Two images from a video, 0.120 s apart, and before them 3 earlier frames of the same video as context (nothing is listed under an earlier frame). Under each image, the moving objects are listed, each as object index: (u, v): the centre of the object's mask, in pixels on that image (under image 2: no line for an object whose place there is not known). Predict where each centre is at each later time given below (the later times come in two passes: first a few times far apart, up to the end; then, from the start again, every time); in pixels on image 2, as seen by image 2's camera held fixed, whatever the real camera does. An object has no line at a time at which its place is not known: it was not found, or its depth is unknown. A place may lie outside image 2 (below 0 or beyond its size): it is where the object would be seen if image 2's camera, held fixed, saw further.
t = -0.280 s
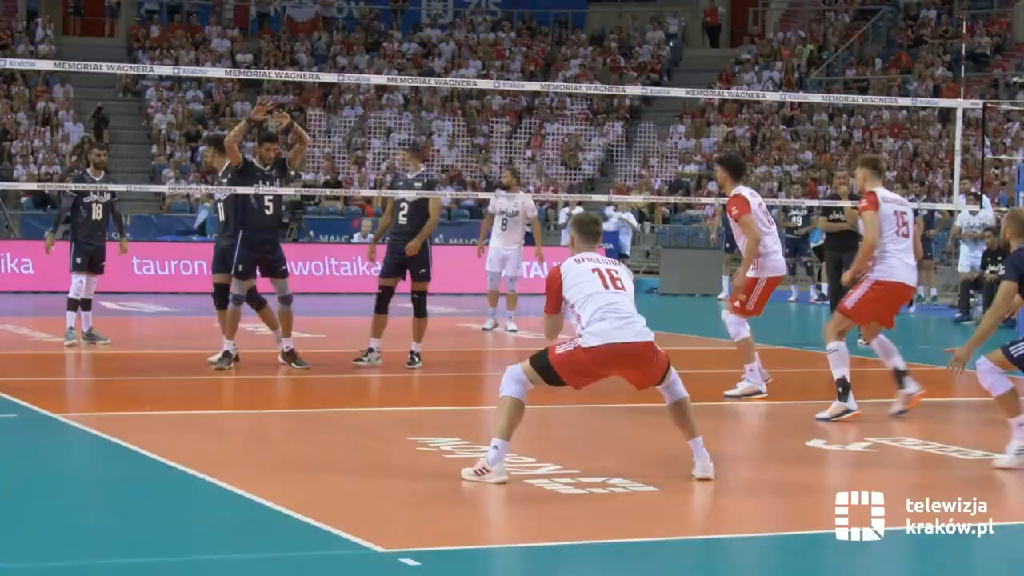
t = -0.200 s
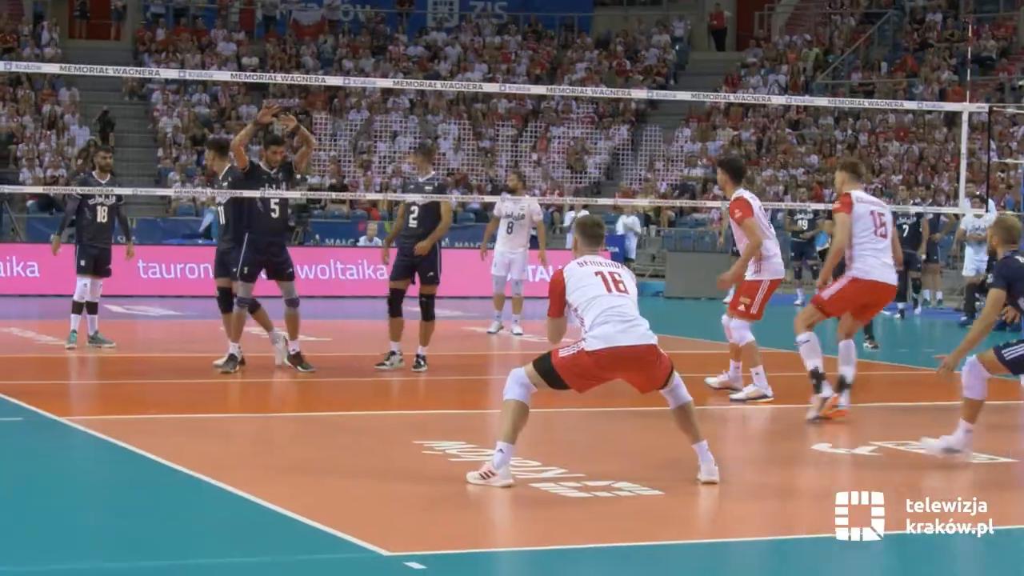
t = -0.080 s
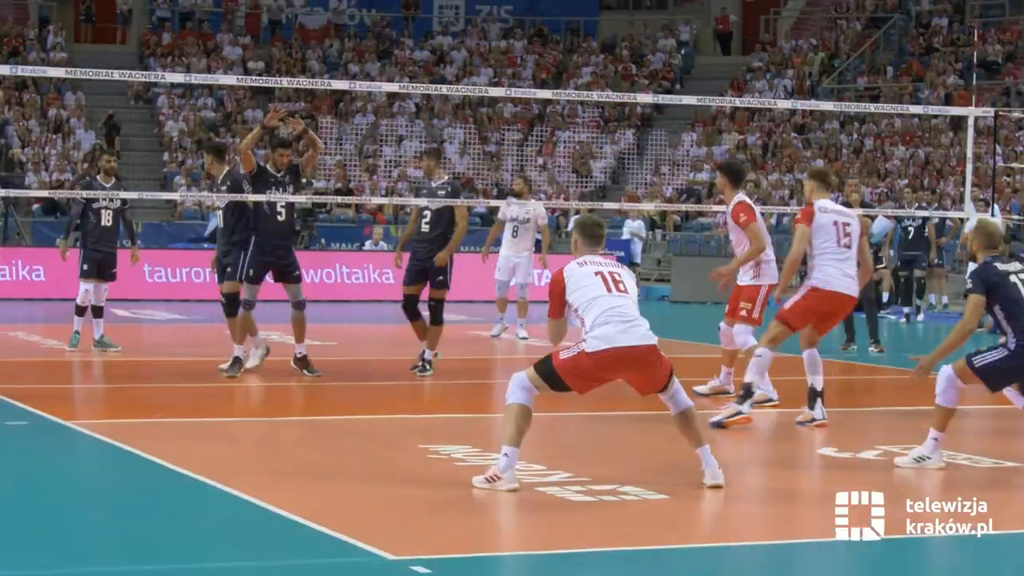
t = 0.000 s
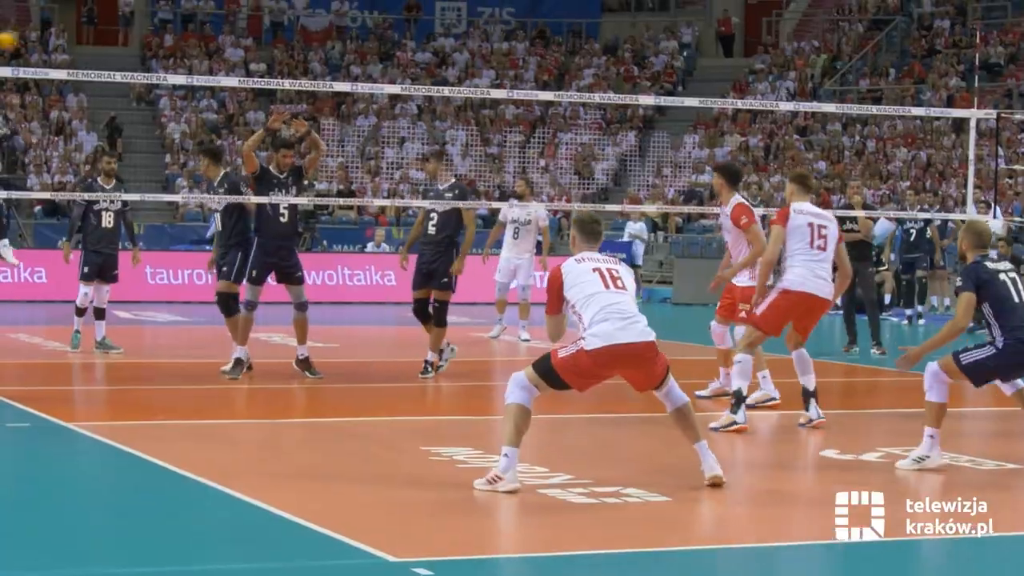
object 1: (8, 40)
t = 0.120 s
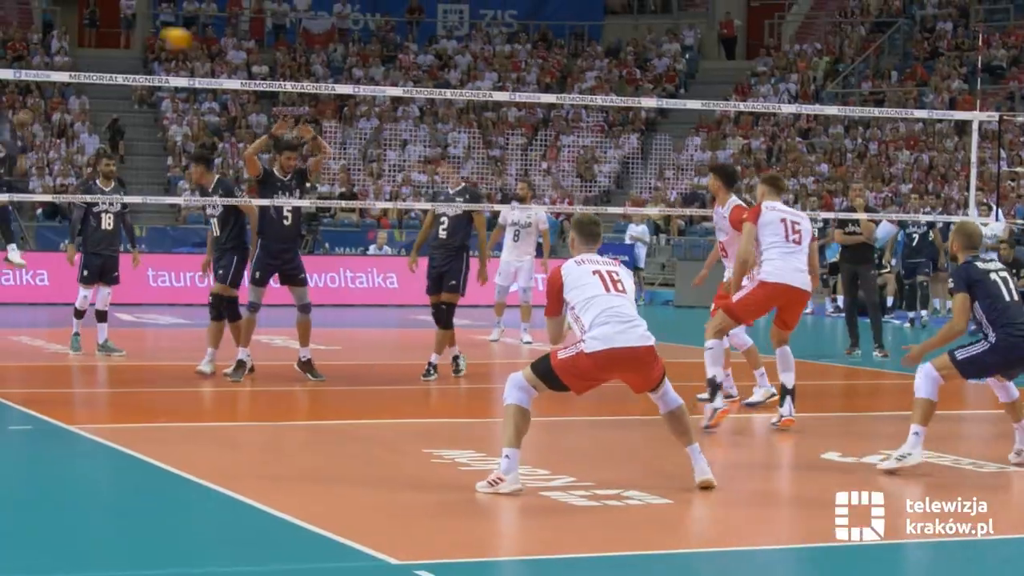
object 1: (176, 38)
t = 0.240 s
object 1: (387, 71)
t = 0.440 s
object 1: (556, 72)
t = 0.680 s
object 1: (673, 90)
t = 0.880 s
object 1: (767, 159)
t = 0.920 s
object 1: (785, 178)
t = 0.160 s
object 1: (242, 43)
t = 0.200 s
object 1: (311, 55)
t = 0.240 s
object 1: (387, 71)
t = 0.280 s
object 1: (466, 86)
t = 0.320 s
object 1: (495, 89)
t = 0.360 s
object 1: (515, 81)
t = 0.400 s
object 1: (536, 75)
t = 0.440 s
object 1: (556, 72)
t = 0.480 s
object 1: (577, 70)
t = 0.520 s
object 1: (596, 71)
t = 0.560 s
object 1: (616, 73)
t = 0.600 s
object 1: (635, 76)
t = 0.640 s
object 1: (655, 82)
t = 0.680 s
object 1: (673, 90)
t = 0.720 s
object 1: (692, 99)
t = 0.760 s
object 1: (712, 112)
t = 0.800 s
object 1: (730, 125)
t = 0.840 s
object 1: (750, 141)
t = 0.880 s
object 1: (767, 159)
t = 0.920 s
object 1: (785, 178)
